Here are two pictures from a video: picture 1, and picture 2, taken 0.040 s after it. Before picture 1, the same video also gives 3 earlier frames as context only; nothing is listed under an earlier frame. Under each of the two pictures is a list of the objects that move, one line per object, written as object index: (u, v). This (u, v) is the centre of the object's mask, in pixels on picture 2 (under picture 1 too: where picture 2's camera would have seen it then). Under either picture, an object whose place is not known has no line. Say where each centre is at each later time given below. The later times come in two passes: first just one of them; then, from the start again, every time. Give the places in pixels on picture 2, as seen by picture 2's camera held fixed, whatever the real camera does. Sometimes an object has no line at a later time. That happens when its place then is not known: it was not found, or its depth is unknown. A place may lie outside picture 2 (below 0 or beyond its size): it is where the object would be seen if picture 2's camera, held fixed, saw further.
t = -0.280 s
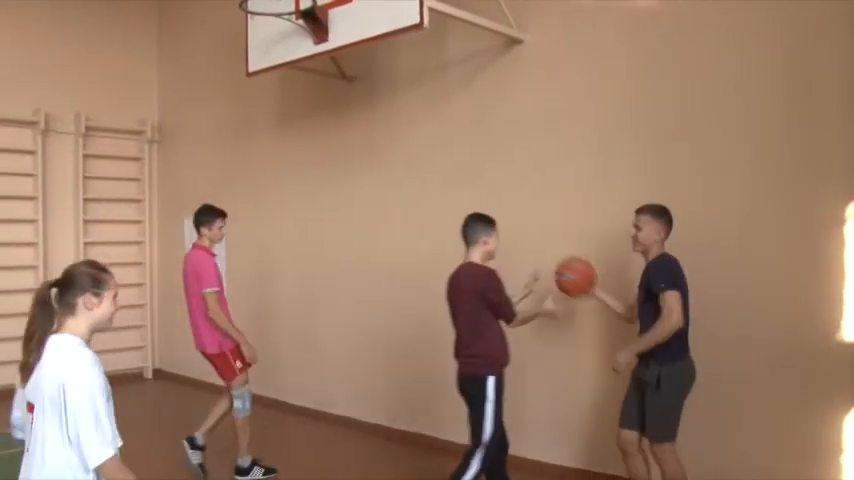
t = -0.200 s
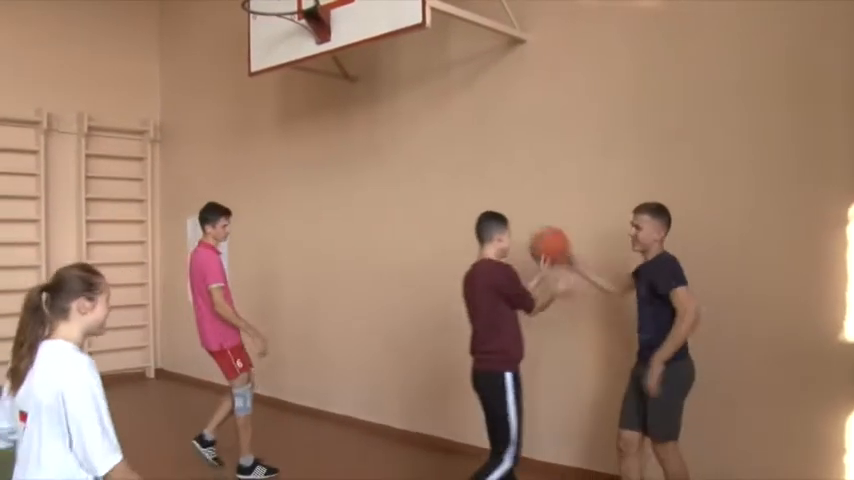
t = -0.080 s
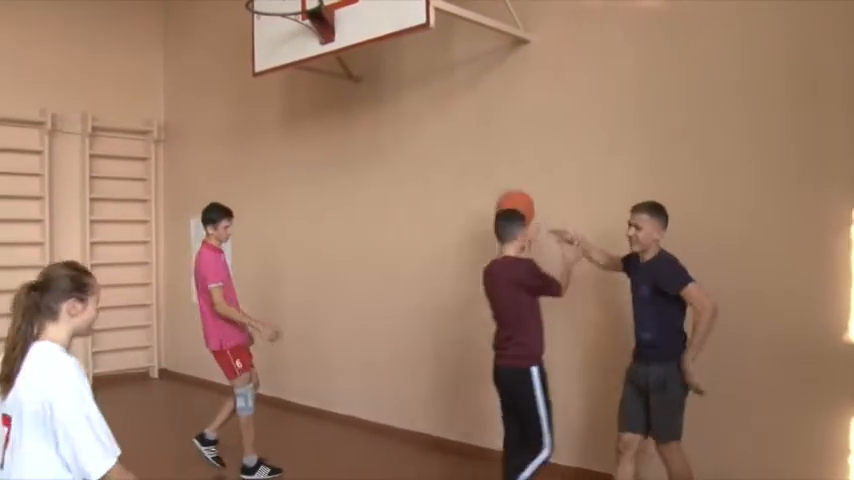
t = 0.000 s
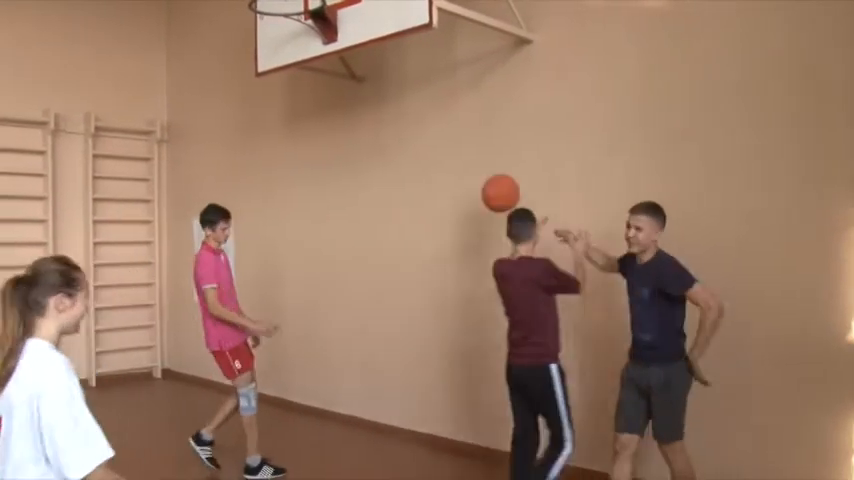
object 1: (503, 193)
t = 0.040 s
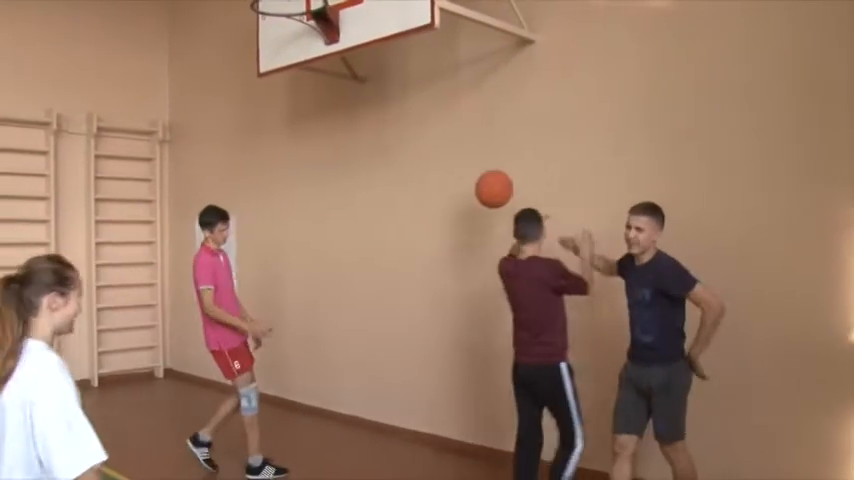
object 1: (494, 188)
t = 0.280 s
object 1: (450, 213)
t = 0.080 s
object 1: (487, 187)
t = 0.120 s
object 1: (479, 187)
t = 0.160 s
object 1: (471, 190)
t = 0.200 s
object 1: (465, 196)
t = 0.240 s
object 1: (457, 203)
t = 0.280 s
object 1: (450, 213)
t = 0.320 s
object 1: (444, 225)
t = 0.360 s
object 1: (438, 238)
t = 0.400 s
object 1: (432, 255)
